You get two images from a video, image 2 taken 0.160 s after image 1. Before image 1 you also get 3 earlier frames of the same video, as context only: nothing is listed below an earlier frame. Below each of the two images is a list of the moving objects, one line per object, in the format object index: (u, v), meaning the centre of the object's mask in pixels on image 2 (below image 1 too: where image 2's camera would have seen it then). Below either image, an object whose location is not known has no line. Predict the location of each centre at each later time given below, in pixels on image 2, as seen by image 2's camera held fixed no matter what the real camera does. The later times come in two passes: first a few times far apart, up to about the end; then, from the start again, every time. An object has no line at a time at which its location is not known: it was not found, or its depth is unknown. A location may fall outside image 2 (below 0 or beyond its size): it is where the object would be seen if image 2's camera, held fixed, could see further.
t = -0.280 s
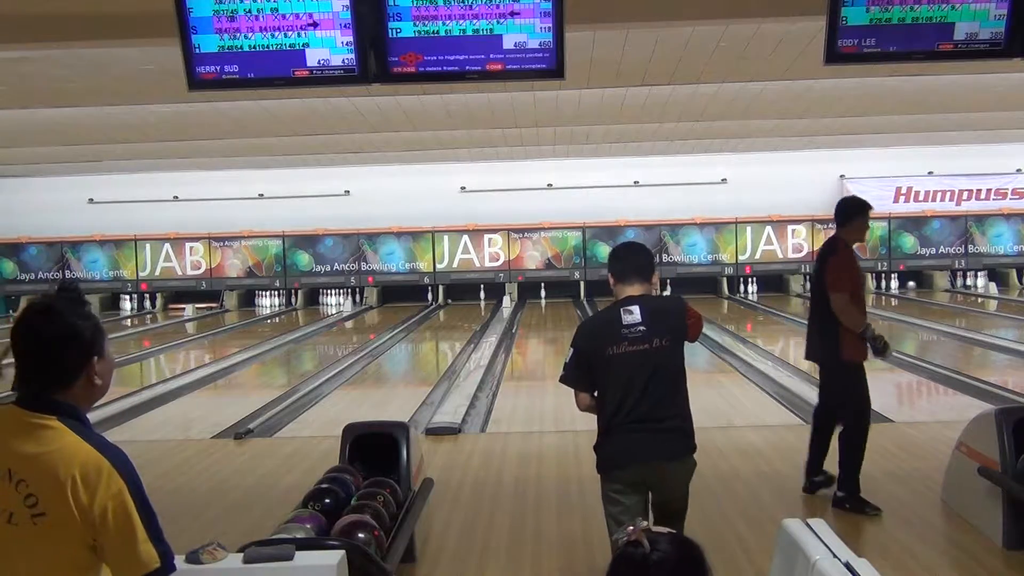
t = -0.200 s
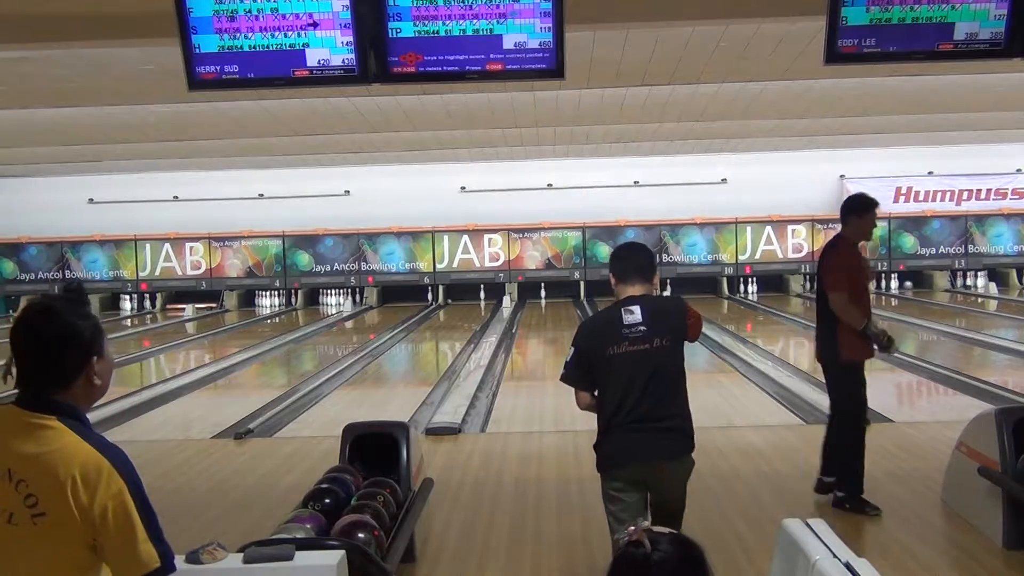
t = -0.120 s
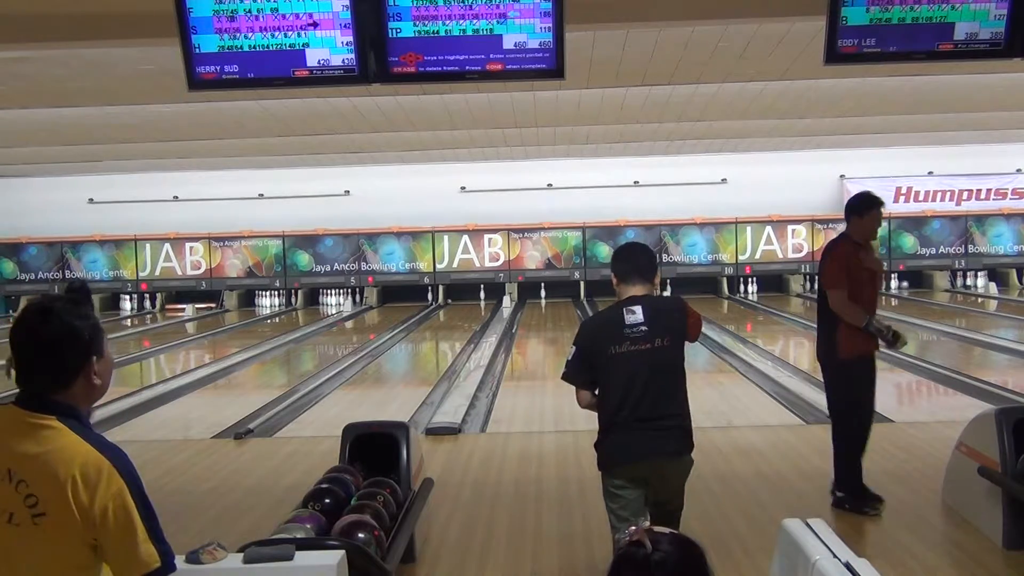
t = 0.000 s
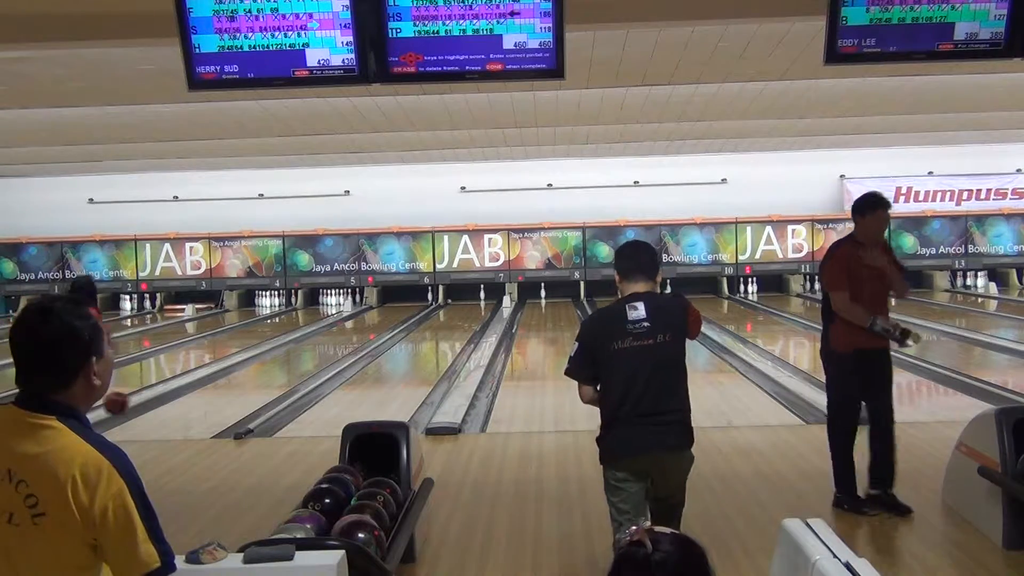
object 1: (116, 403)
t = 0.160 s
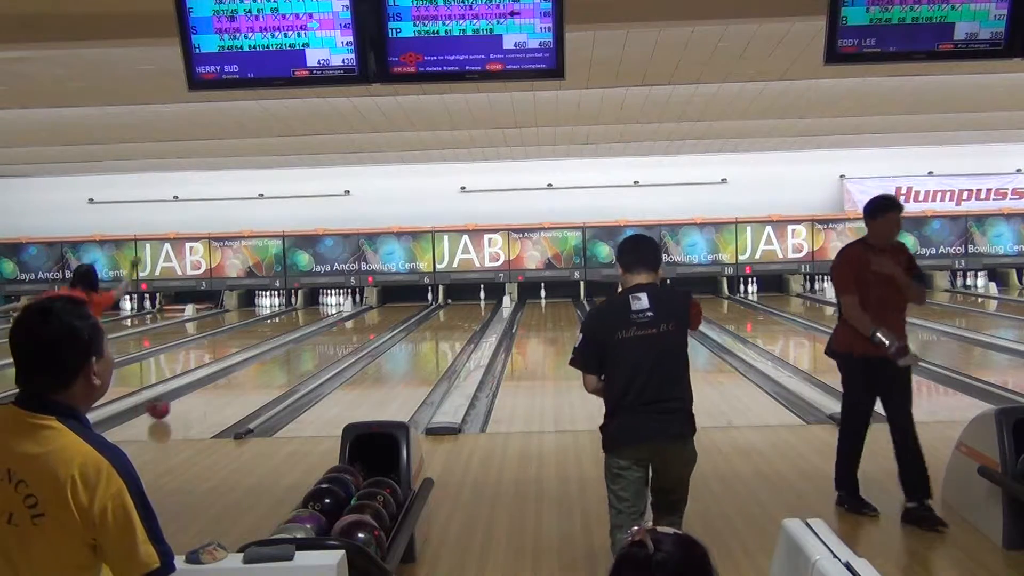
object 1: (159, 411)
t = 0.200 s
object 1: (168, 403)
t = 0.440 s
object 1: (216, 386)
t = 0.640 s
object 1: (249, 373)
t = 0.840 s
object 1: (277, 362)
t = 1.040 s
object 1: (300, 353)
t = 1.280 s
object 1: (325, 343)
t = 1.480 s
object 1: (341, 336)
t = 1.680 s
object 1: (355, 330)
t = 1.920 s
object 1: (372, 324)
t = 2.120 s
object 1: (383, 320)
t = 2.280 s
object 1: (388, 317)
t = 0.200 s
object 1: (168, 403)
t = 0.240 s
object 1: (177, 402)
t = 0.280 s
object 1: (185, 398)
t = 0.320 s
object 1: (193, 394)
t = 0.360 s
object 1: (202, 392)
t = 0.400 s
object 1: (209, 389)
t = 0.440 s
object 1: (216, 386)
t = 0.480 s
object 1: (223, 383)
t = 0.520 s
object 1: (230, 380)
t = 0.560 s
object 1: (237, 377)
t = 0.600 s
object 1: (243, 374)
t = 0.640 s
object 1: (249, 373)
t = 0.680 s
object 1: (255, 370)
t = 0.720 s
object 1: (261, 368)
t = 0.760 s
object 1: (266, 366)
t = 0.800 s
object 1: (272, 364)
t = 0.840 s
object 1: (277, 362)
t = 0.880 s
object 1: (282, 360)
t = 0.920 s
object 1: (286, 358)
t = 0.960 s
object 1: (291, 356)
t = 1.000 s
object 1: (295, 355)
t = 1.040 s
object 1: (300, 353)
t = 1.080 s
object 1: (304, 351)
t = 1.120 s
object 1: (308, 350)
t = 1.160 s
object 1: (312, 348)
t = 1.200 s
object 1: (316, 347)
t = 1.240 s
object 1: (320, 345)
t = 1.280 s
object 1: (325, 343)
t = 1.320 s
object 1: (328, 342)
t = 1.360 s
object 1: (331, 340)
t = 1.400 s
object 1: (335, 339)
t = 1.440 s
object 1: (338, 338)
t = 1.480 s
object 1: (341, 336)
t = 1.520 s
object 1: (345, 335)
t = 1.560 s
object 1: (347, 335)
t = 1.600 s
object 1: (350, 333)
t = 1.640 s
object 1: (353, 333)
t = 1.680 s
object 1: (355, 330)
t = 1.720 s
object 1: (358, 329)
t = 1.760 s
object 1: (361, 328)
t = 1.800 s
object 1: (365, 328)
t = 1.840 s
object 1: (368, 326)
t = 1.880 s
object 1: (370, 325)
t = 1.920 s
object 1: (372, 324)
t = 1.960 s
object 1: (373, 323)
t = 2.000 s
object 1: (376, 321)
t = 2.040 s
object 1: (378, 322)
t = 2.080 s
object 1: (381, 320)
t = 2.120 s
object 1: (383, 320)
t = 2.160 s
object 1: (385, 319)
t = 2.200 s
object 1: (386, 317)
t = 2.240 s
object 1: (388, 317)
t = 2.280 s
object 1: (388, 317)
